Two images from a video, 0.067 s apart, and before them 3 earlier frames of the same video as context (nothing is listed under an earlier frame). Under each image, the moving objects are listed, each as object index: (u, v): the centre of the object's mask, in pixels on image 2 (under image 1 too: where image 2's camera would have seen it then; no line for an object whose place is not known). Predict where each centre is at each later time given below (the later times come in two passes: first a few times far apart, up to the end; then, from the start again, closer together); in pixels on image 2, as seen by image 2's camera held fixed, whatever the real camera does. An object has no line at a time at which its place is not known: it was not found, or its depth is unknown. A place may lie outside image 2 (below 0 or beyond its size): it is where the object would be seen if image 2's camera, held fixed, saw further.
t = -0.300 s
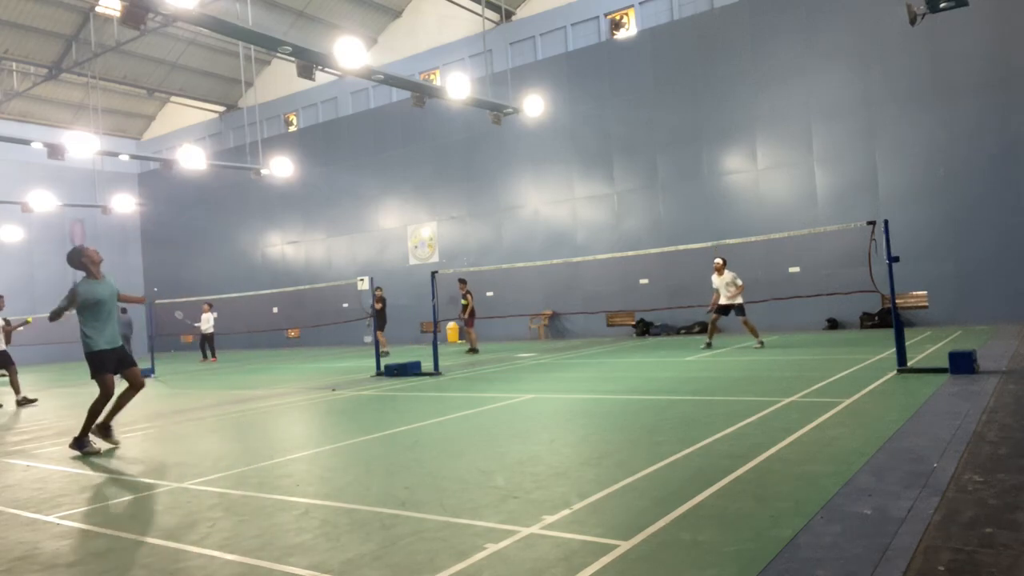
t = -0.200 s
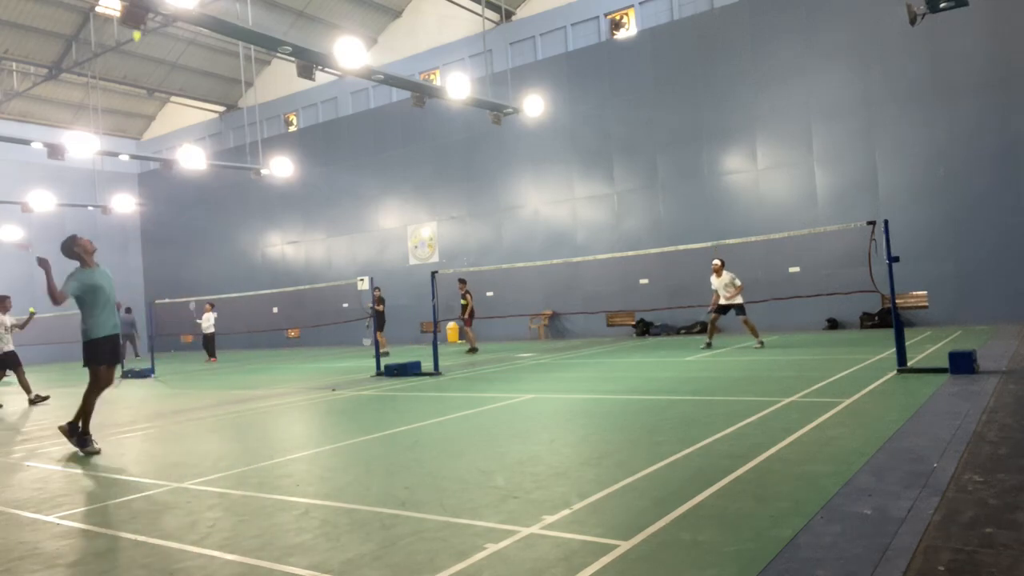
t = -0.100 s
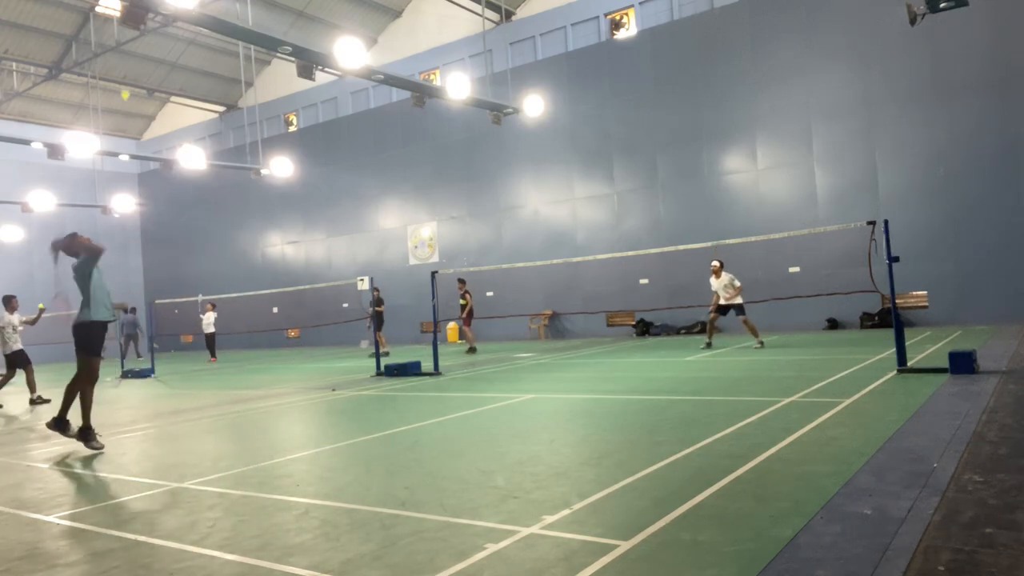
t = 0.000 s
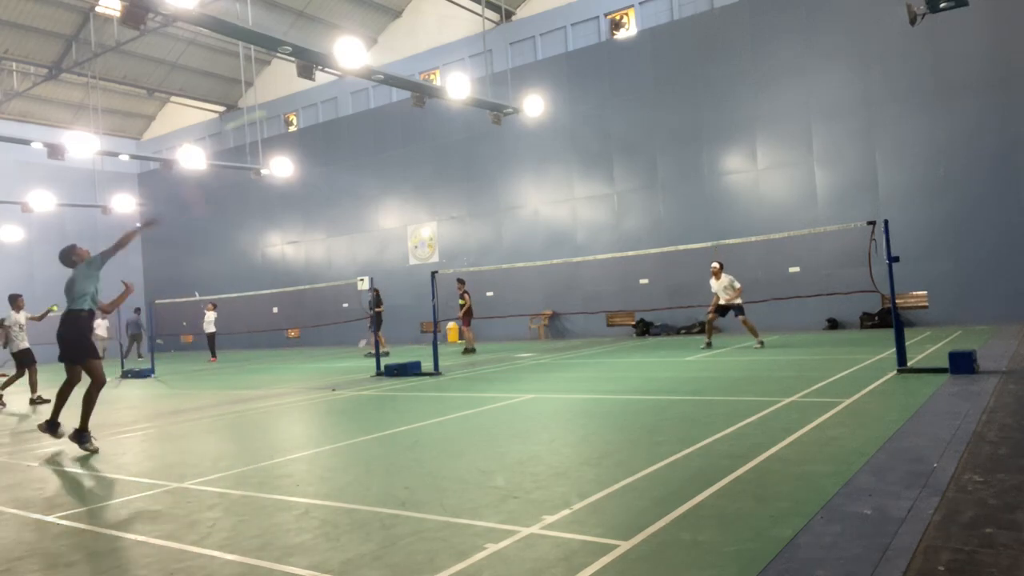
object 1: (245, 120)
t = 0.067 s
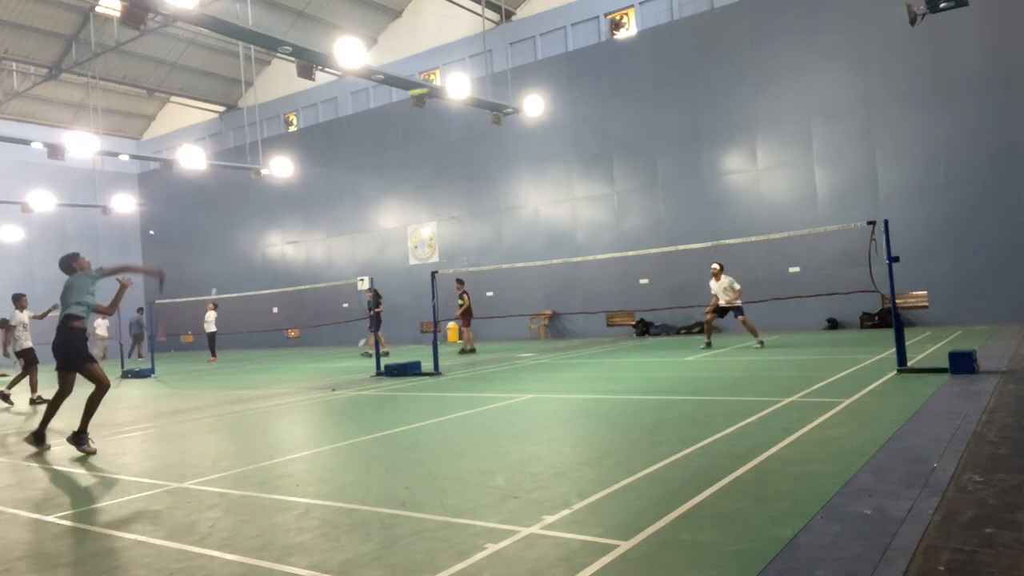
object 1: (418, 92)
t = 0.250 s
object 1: (583, 74)
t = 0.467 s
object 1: (659, 86)
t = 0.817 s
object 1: (724, 138)
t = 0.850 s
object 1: (728, 144)
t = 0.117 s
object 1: (485, 81)
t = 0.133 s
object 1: (502, 79)
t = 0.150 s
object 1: (517, 78)
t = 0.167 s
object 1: (531, 77)
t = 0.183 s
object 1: (543, 75)
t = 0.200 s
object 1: (555, 75)
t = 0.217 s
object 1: (565, 74)
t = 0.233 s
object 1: (574, 74)
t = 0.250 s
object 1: (583, 74)
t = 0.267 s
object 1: (591, 74)
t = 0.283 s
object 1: (599, 75)
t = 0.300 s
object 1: (606, 75)
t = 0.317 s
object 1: (612, 76)
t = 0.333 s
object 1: (619, 76)
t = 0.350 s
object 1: (625, 77)
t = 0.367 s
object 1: (630, 78)
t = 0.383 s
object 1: (636, 79)
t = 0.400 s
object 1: (641, 80)
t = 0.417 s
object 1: (646, 81)
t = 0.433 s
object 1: (651, 83)
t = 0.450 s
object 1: (655, 84)
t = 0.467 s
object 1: (659, 86)
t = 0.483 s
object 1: (664, 88)
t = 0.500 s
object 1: (667, 90)
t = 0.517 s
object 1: (671, 91)
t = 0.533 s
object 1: (675, 93)
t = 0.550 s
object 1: (679, 95)
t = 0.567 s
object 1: (682, 97)
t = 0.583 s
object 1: (685, 99)
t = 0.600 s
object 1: (689, 102)
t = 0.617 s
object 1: (692, 104)
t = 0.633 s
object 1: (695, 107)
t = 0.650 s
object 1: (698, 109)
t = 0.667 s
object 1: (701, 111)
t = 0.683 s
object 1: (704, 114)
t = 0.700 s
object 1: (706, 117)
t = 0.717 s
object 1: (709, 120)
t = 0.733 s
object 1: (712, 122)
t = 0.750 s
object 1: (714, 125)
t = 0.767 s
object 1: (717, 128)
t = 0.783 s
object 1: (719, 131)
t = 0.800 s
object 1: (721, 134)
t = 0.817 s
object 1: (724, 138)
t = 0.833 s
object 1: (726, 141)
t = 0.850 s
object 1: (728, 144)
